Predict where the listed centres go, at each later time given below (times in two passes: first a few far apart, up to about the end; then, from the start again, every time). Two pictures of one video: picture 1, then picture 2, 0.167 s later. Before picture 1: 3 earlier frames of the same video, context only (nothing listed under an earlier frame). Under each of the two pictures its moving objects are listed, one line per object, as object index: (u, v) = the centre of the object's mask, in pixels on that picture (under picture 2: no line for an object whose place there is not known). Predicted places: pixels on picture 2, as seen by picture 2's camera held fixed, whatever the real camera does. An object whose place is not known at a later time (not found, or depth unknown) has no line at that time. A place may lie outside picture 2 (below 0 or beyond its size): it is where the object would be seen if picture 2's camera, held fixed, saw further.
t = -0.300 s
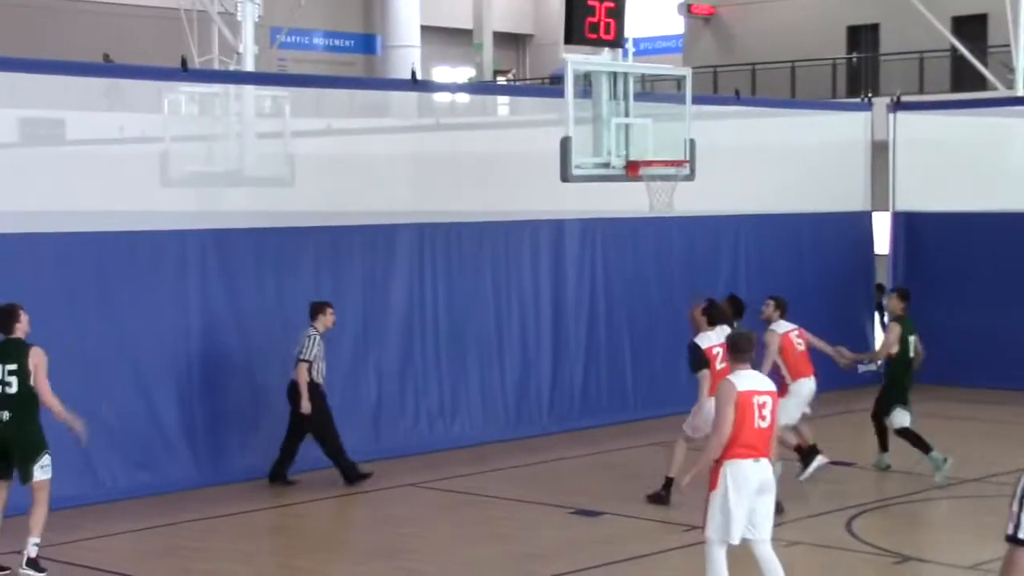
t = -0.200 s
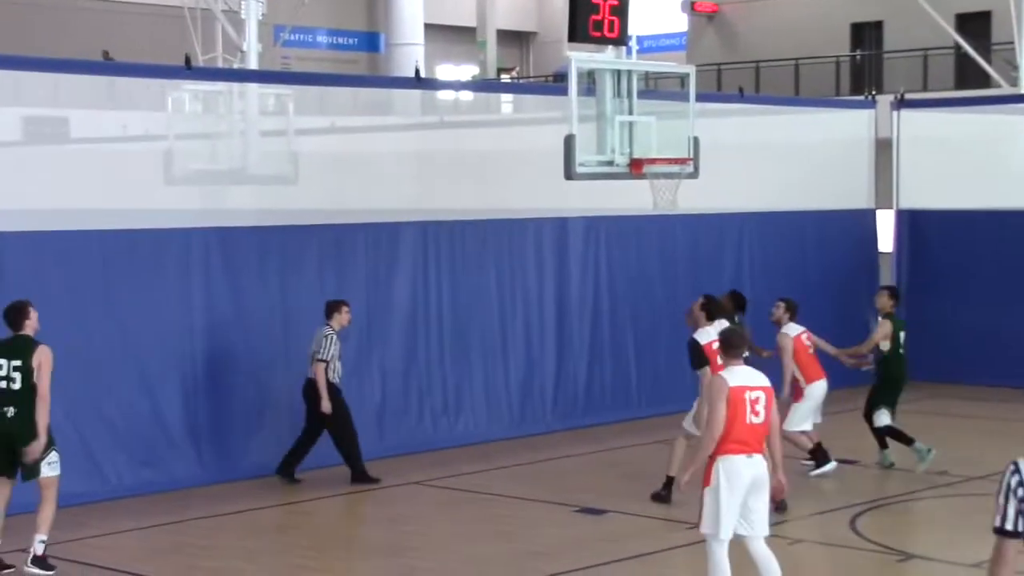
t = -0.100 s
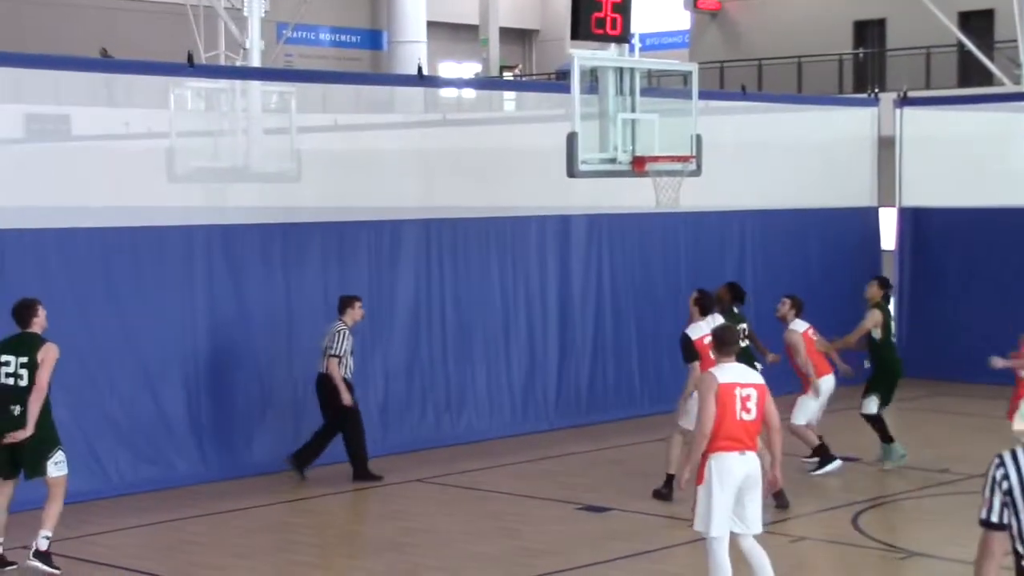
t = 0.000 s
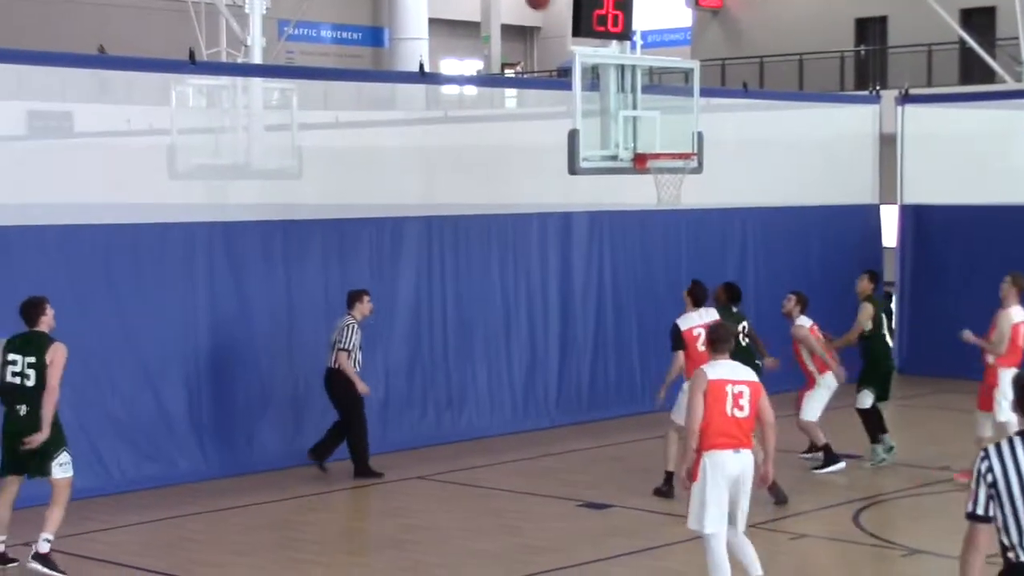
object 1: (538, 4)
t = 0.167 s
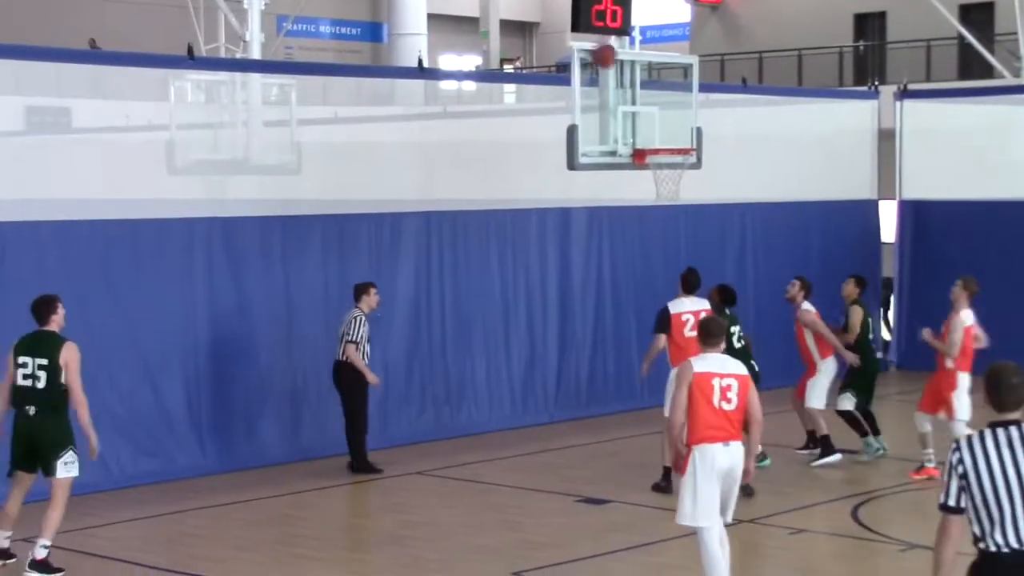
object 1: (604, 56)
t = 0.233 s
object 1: (630, 87)
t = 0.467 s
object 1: (686, 106)
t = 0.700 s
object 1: (726, 103)
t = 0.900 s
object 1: (760, 143)
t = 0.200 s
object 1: (618, 71)
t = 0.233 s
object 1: (630, 87)
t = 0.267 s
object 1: (643, 105)
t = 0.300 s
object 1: (655, 123)
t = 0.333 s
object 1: (666, 138)
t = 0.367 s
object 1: (671, 129)
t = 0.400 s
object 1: (676, 119)
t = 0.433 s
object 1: (681, 111)
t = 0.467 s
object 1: (686, 106)
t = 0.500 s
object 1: (692, 103)
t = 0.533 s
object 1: (698, 100)
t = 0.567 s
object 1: (704, 98)
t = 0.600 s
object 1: (709, 98)
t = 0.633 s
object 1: (715, 99)
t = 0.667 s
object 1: (721, 100)
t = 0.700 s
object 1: (726, 103)
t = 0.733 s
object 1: (732, 107)
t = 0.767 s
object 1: (738, 112)
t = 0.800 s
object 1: (743, 118)
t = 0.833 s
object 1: (749, 126)
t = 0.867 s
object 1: (755, 134)
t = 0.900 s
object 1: (760, 143)
